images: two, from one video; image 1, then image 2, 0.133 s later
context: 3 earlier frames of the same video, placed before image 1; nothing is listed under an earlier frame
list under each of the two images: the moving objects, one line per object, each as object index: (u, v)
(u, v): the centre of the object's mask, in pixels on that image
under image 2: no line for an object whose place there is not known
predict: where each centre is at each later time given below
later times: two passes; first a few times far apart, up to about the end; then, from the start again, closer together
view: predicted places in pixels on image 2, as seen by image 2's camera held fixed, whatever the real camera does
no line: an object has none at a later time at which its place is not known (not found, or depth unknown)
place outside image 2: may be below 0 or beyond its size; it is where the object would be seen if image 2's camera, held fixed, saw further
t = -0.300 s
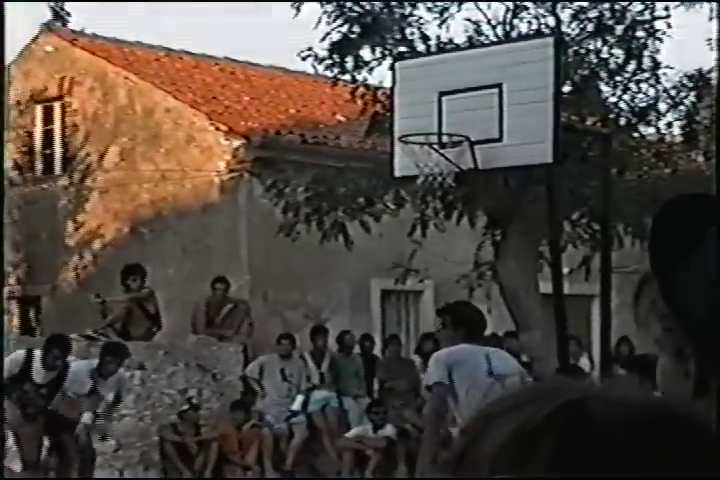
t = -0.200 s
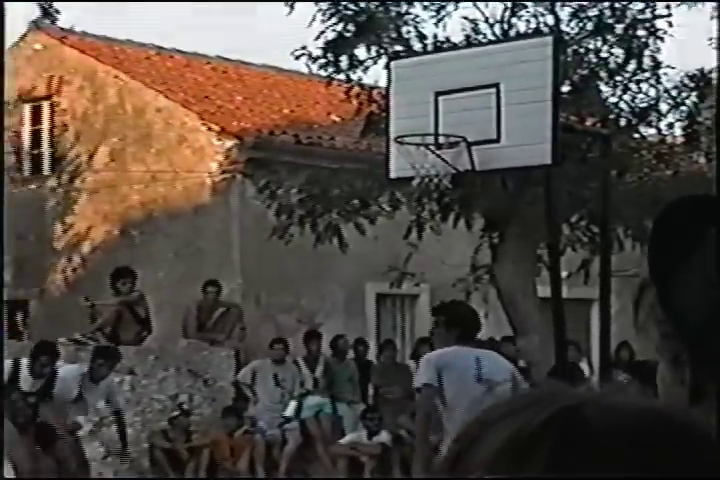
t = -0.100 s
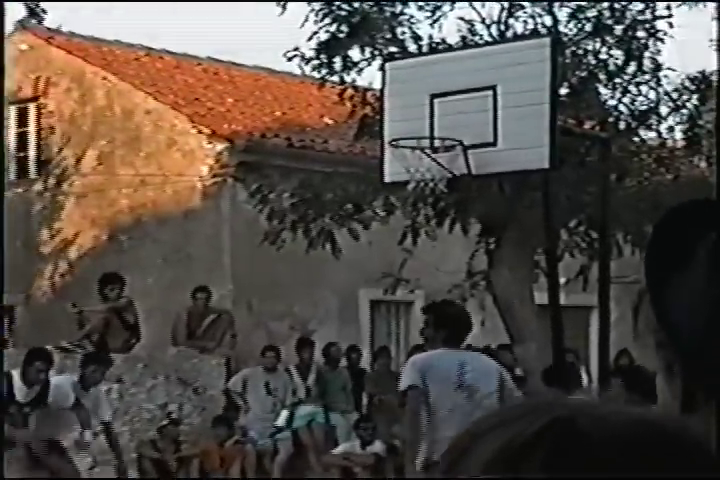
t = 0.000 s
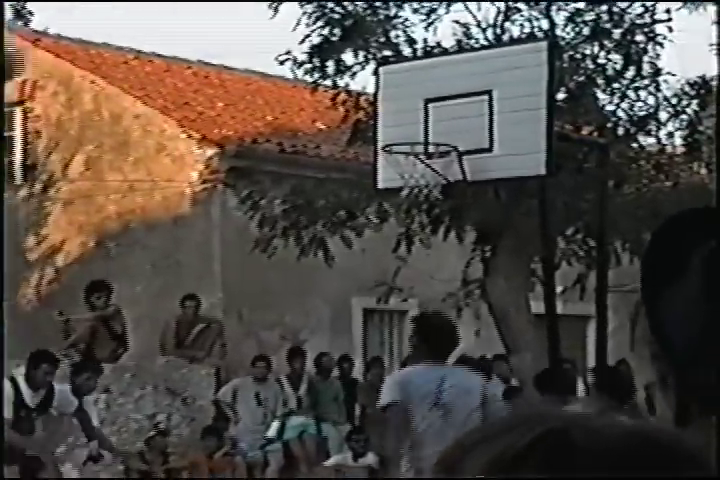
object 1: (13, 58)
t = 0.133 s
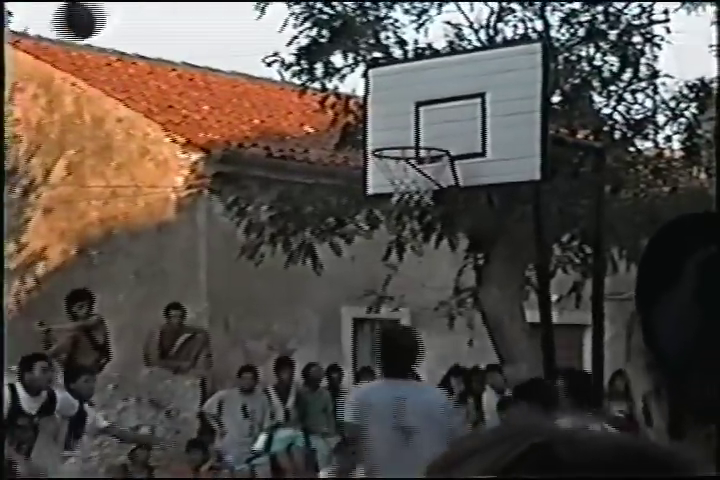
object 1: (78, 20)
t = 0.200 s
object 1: (127, 14)
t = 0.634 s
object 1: (392, 103)
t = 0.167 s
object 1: (103, 17)
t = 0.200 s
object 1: (127, 14)
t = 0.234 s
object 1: (151, 12)
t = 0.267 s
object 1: (175, 12)
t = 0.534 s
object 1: (339, 59)
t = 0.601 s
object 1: (377, 89)
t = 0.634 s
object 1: (392, 103)
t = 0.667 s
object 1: (411, 120)
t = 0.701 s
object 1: (426, 132)
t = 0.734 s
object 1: (434, 129)
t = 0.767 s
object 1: (440, 128)
